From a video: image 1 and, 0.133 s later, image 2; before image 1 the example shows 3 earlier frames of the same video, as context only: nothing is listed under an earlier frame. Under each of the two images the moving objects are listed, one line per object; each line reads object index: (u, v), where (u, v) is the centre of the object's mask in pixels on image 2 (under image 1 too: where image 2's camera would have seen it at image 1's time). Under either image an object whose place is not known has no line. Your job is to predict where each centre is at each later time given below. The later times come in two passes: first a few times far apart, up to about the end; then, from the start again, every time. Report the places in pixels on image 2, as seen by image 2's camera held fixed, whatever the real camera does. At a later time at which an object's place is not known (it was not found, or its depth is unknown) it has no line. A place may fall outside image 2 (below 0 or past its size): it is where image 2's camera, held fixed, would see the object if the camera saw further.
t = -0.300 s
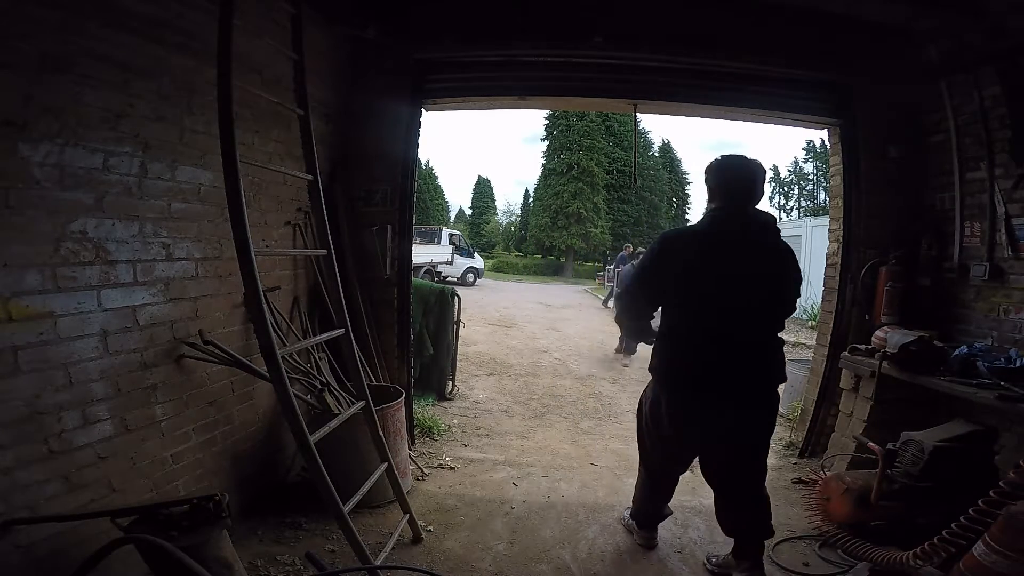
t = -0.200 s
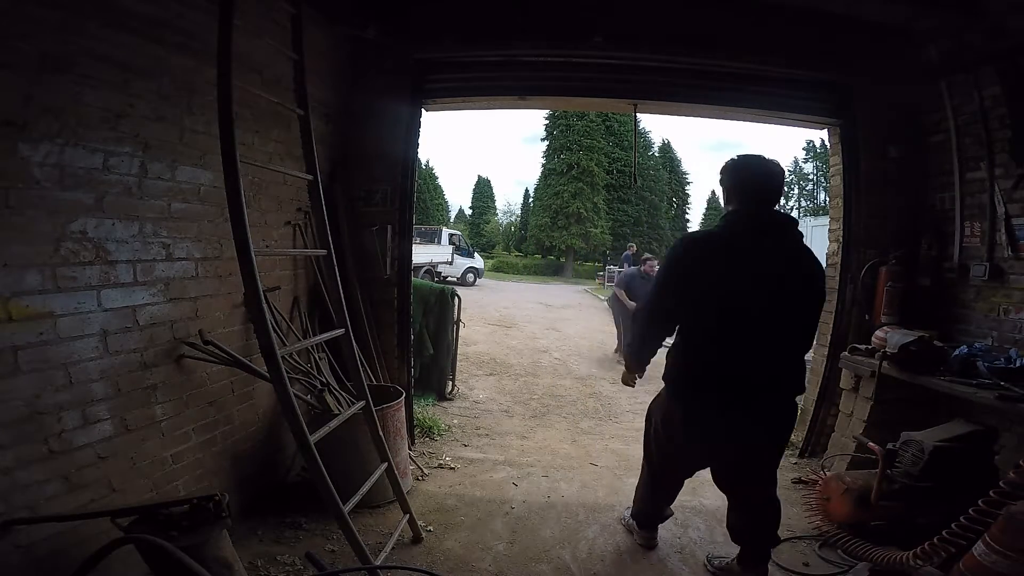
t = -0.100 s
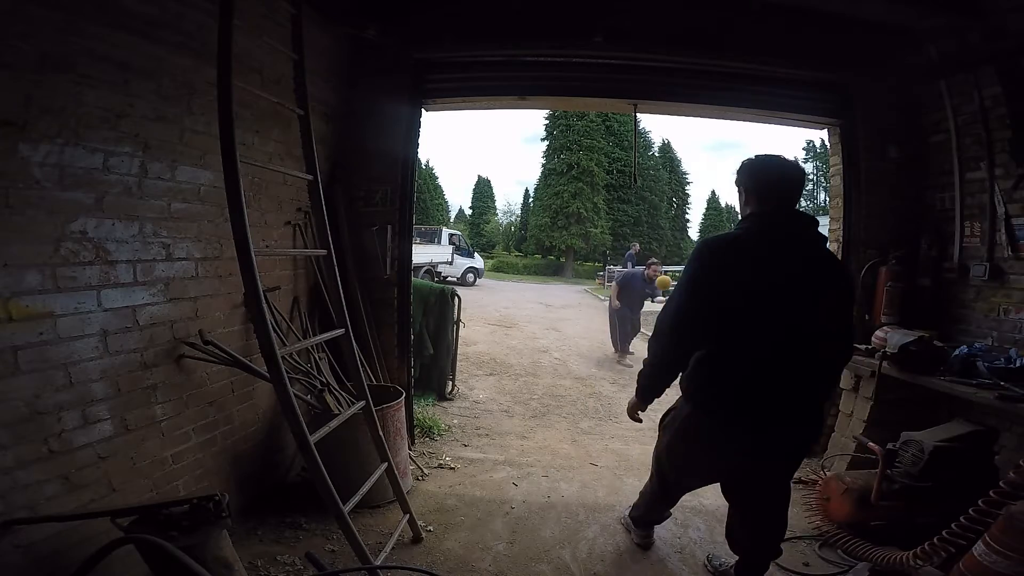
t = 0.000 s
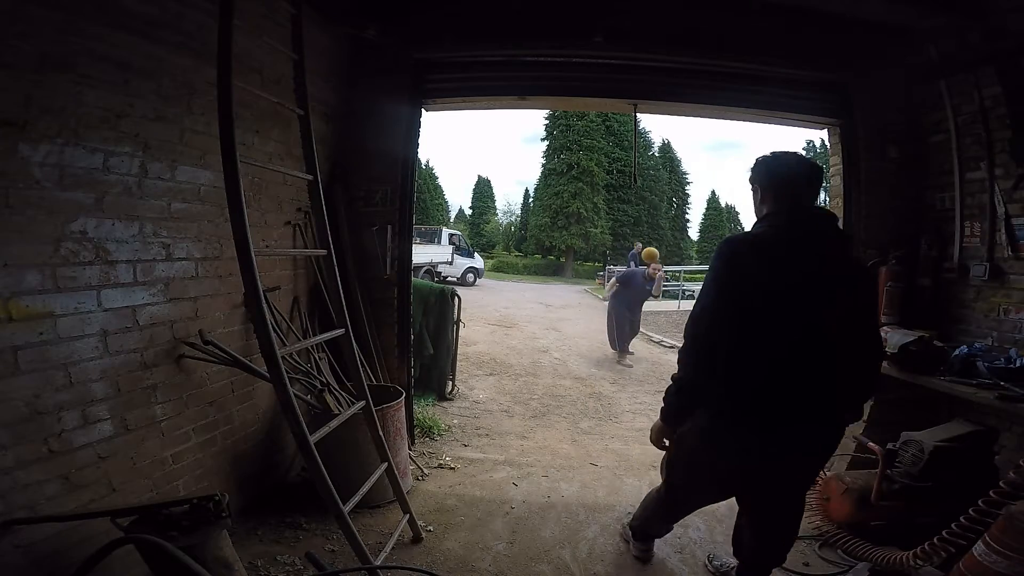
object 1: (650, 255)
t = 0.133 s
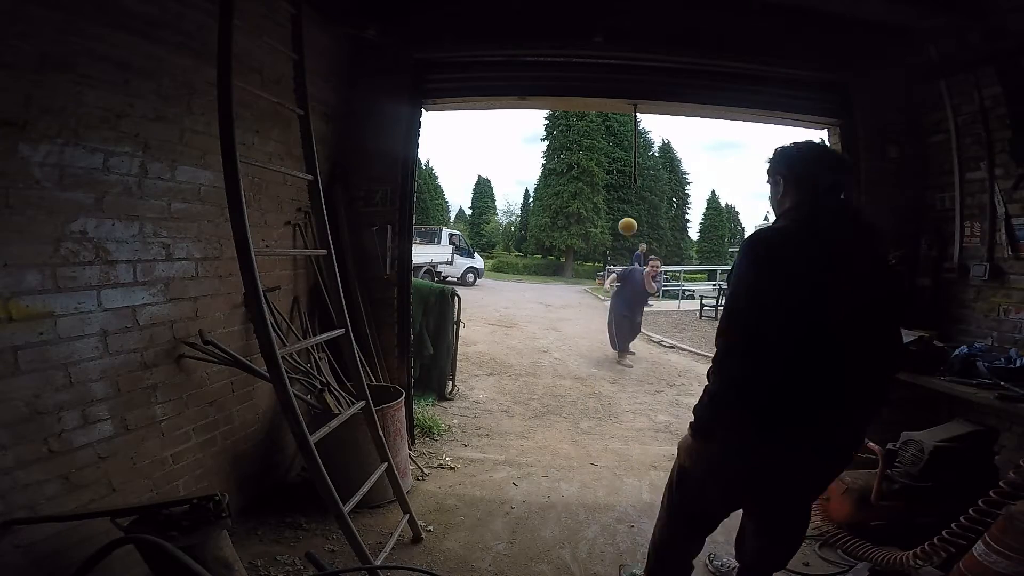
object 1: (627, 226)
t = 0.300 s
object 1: (591, 209)
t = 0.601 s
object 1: (497, 253)
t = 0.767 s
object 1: (421, 347)
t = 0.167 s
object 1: (621, 221)
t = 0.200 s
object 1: (614, 217)
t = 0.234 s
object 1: (607, 213)
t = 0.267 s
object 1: (599, 210)
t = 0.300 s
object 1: (591, 209)
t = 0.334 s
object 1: (583, 208)
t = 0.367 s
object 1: (574, 208)
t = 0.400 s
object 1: (565, 210)
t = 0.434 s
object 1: (555, 213)
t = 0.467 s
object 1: (545, 218)
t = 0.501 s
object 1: (534, 224)
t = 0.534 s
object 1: (522, 232)
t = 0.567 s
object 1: (510, 242)
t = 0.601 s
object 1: (497, 253)
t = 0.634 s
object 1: (483, 268)
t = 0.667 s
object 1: (469, 284)
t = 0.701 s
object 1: (453, 303)
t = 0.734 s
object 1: (437, 324)
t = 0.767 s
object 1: (421, 347)
